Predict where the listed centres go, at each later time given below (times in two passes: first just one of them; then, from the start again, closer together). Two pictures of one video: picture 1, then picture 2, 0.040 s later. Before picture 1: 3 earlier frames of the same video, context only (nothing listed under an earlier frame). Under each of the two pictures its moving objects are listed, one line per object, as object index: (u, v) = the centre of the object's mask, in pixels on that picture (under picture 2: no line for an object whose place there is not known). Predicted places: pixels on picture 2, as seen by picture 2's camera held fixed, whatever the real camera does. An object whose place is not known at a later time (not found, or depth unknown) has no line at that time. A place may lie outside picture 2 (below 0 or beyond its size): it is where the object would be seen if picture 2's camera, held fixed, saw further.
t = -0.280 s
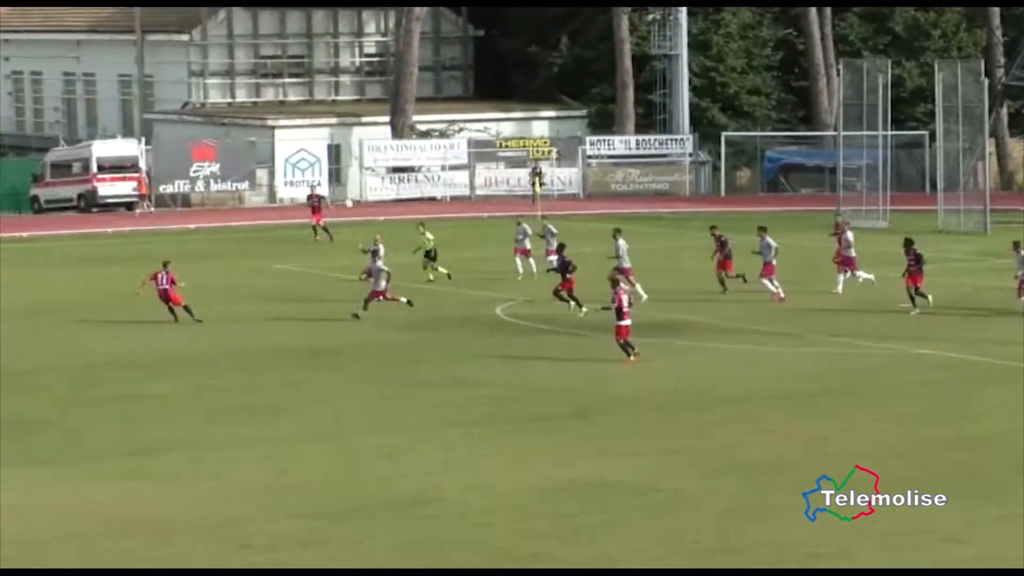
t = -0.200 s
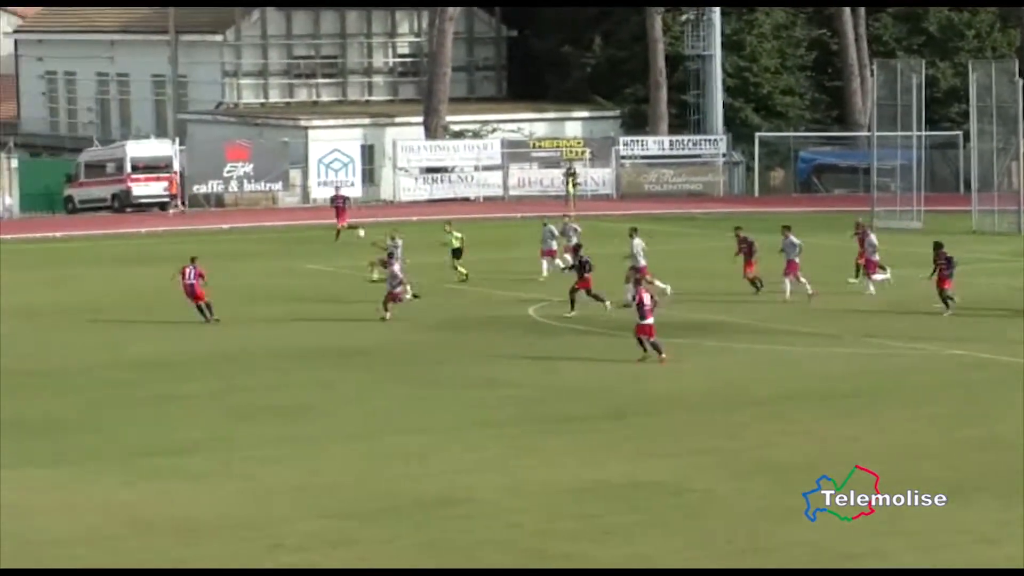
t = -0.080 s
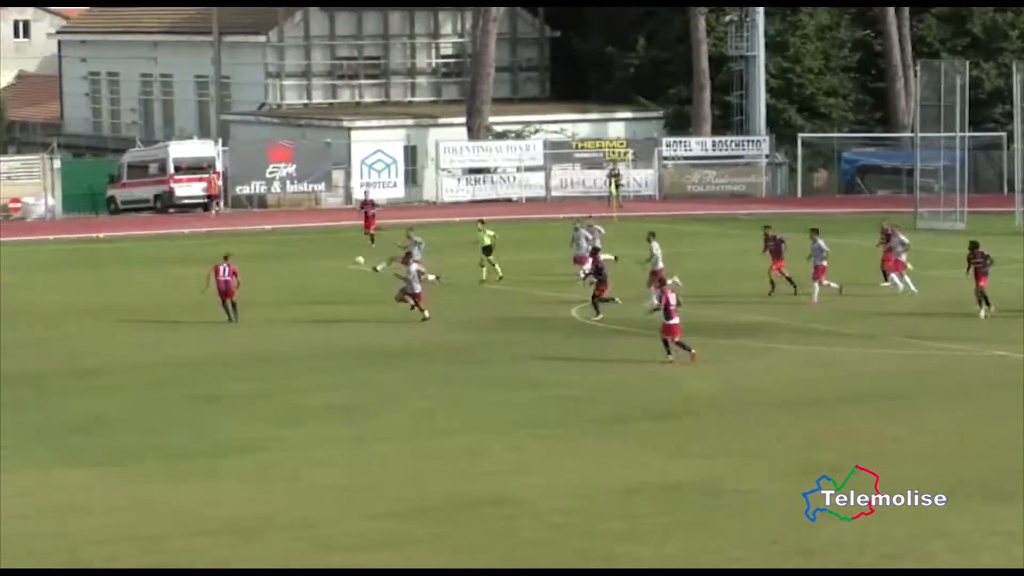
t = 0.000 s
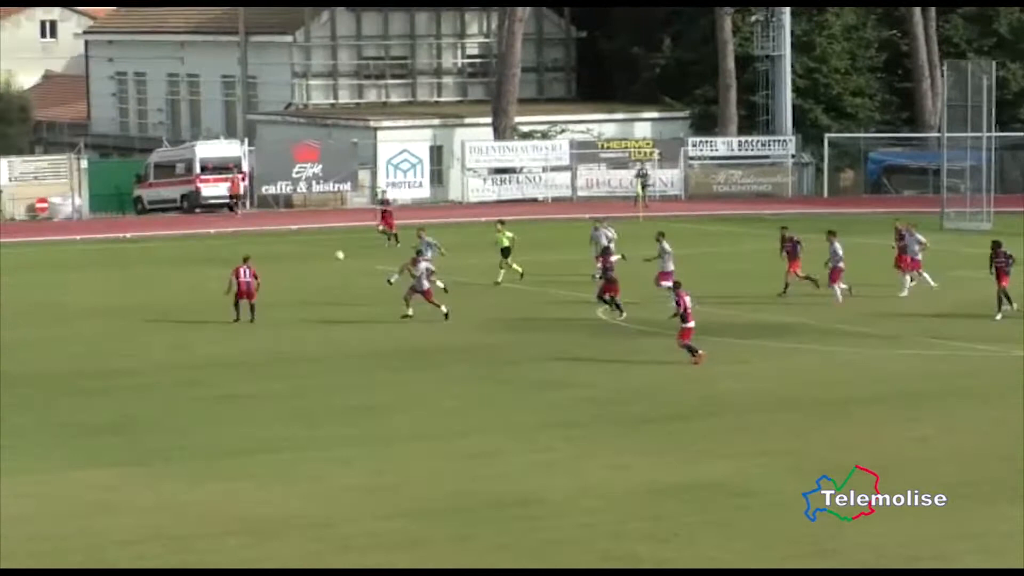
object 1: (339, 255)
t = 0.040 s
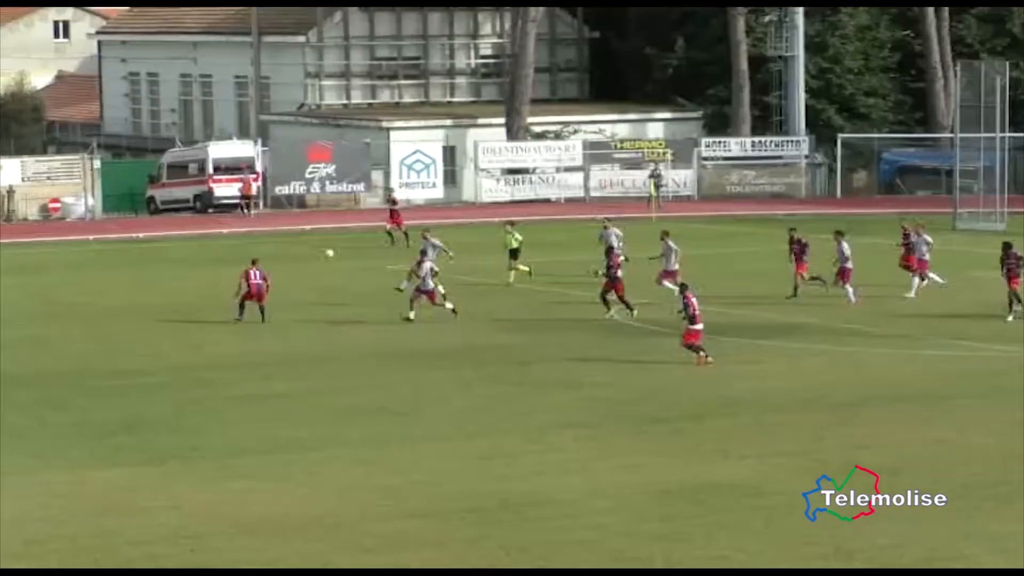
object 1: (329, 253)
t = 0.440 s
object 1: (104, 286)
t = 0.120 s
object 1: (284, 253)
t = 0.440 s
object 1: (104, 286)
